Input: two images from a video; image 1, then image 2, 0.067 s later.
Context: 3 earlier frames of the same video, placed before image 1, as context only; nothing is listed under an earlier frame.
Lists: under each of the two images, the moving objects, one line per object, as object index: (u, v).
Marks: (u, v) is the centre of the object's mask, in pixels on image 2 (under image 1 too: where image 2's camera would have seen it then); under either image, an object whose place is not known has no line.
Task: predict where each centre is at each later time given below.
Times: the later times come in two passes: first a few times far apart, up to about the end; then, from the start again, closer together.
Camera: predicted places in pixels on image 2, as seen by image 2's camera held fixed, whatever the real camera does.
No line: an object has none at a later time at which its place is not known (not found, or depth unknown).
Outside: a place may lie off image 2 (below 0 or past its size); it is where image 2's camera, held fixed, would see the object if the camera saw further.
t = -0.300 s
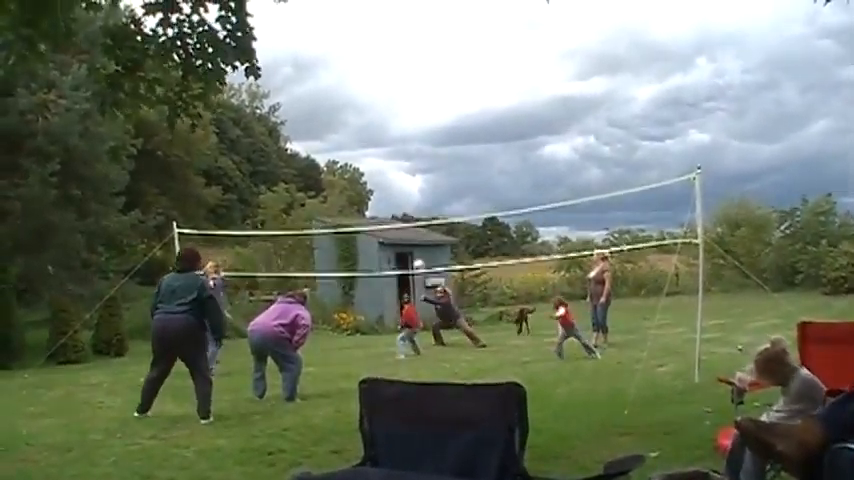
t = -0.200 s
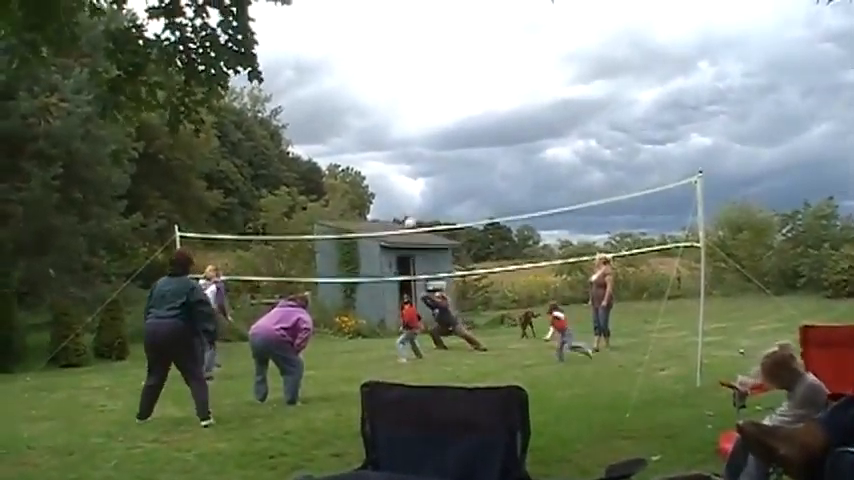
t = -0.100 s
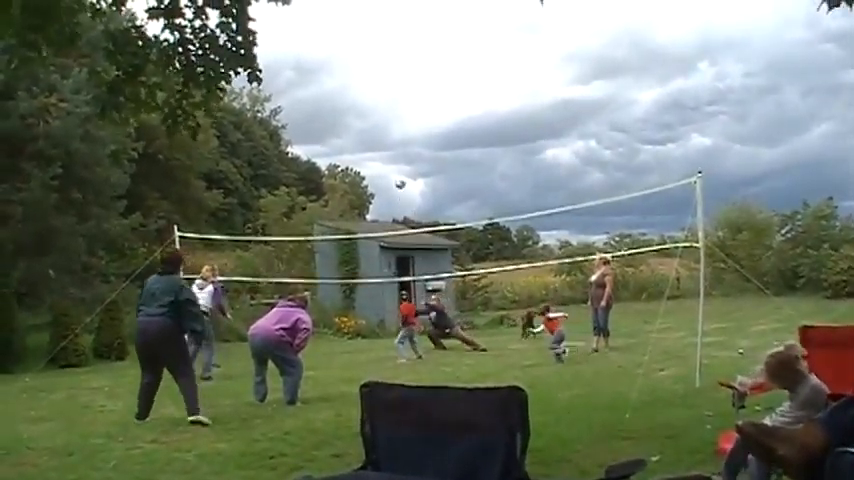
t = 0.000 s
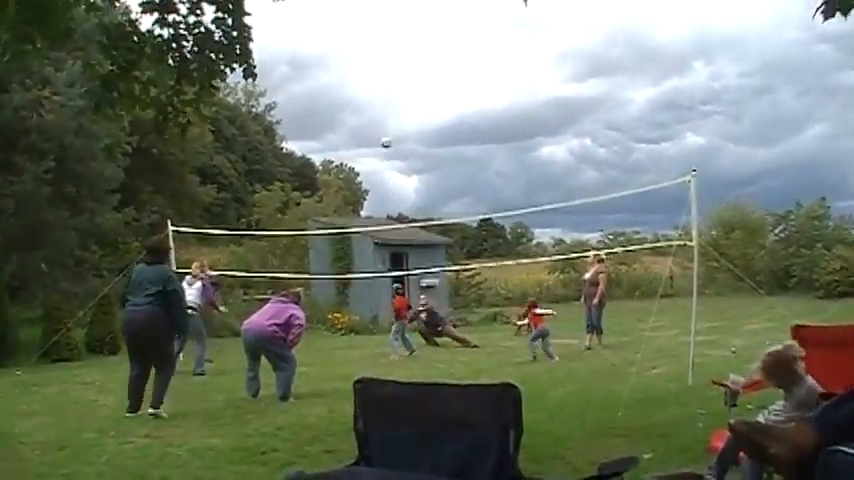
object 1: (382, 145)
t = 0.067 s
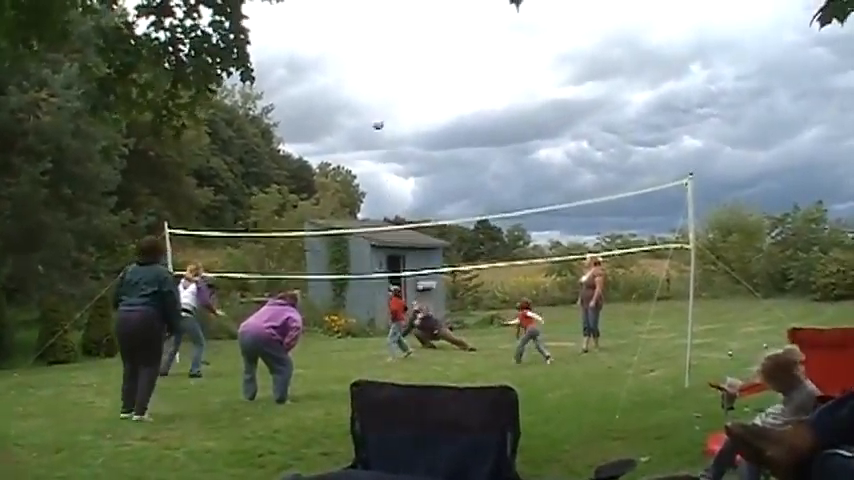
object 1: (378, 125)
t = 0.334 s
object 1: (359, 61)
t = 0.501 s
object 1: (348, 39)
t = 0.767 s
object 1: (330, 34)
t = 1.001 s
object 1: (315, 62)
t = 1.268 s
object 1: (293, 131)
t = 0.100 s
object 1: (376, 115)
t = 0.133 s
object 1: (373, 106)
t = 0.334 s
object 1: (359, 61)
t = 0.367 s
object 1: (357, 56)
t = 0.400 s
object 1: (355, 51)
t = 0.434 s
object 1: (352, 47)
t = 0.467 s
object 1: (350, 43)
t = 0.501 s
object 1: (348, 39)
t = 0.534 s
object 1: (346, 37)
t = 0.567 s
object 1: (343, 35)
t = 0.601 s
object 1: (341, 33)
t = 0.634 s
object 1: (339, 32)
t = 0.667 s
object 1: (337, 32)
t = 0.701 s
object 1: (335, 32)
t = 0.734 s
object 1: (333, 33)
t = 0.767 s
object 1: (330, 34)
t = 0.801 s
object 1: (328, 36)
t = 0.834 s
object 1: (326, 39)
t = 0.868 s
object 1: (324, 42)
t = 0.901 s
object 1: (322, 46)
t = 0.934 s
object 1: (320, 51)
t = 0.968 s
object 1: (317, 57)
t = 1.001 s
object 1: (315, 62)
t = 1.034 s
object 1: (312, 68)
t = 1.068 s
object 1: (310, 74)
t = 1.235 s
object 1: (297, 119)
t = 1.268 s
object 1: (293, 131)
